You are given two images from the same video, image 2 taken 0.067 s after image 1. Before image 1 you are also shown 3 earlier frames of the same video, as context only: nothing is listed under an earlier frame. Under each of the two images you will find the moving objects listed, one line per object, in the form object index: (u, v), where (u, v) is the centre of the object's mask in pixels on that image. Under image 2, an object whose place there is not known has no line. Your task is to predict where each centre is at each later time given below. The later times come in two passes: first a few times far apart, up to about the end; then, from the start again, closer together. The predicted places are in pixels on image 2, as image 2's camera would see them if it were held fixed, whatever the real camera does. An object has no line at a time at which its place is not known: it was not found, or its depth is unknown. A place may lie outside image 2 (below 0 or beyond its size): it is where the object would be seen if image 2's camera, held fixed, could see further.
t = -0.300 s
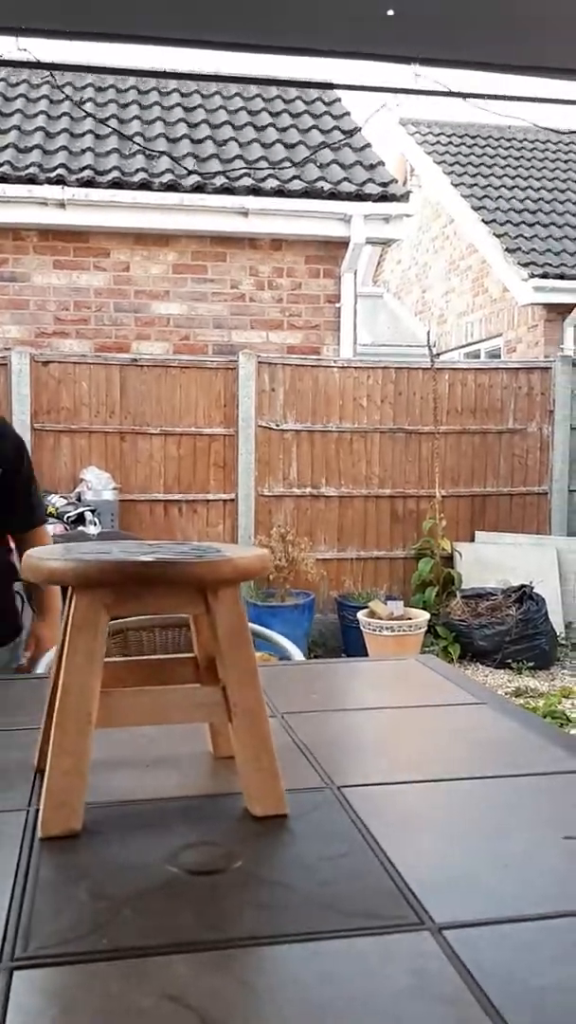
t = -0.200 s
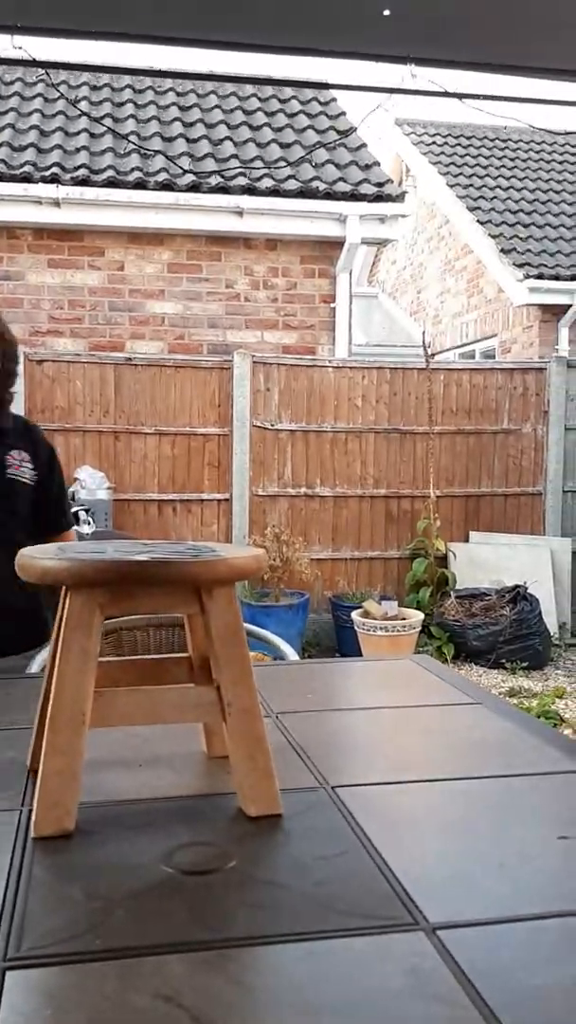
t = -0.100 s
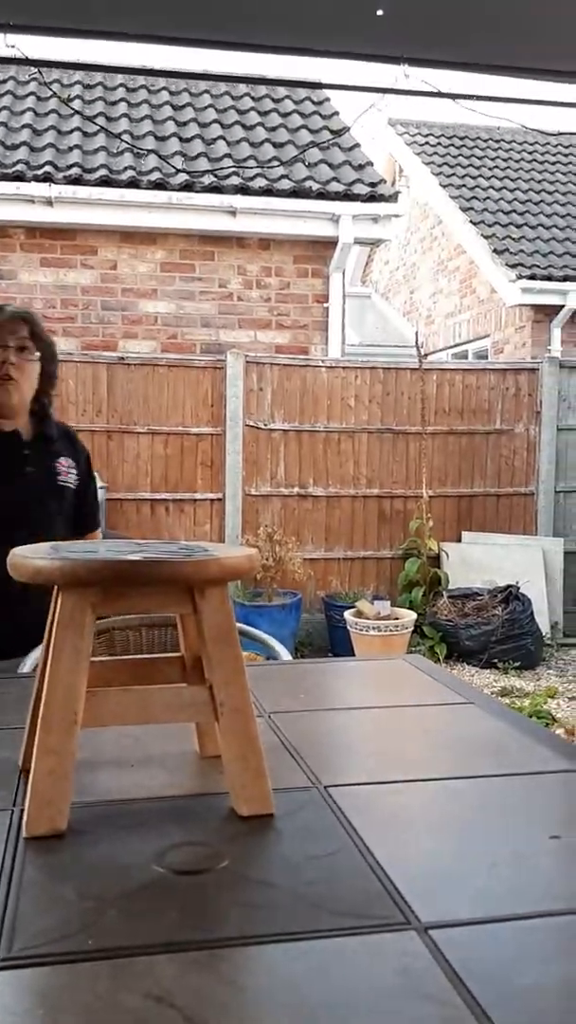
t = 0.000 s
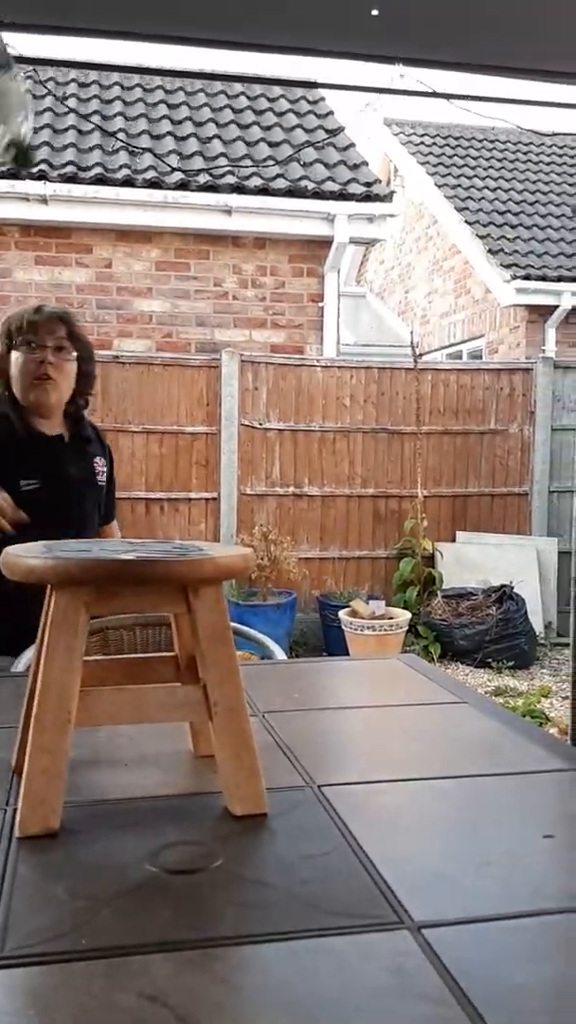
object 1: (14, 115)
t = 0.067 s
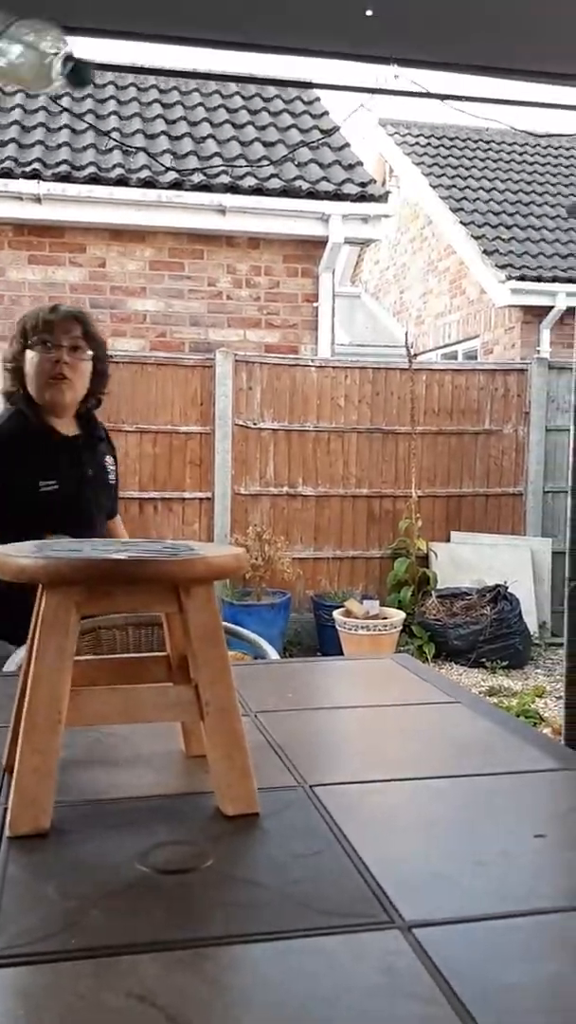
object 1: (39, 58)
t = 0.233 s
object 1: (94, 177)
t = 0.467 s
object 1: (185, 440)
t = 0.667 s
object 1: (235, 515)
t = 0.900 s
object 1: (327, 673)
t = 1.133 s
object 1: (309, 812)
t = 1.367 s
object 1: (326, 853)
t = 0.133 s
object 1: (61, 56)
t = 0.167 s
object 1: (69, 84)
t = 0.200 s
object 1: (81, 124)
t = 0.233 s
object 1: (94, 177)
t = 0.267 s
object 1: (109, 243)
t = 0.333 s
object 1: (139, 412)
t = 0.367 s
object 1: (156, 429)
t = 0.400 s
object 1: (166, 431)
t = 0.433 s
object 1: (174, 436)
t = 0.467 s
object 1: (185, 440)
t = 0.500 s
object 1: (194, 452)
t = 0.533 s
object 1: (204, 470)
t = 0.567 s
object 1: (215, 495)
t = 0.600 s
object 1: (221, 514)
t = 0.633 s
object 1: (227, 510)
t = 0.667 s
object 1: (235, 515)
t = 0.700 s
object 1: (242, 516)
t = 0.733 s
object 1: (247, 520)
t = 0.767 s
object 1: (265, 541)
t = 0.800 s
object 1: (281, 565)
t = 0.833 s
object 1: (297, 602)
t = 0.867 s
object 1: (318, 652)
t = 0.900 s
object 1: (327, 673)
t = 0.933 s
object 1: (323, 676)
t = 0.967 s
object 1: (323, 682)
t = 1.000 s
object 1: (325, 691)
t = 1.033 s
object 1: (323, 705)
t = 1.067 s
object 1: (321, 726)
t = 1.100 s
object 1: (314, 760)
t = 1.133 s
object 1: (309, 812)
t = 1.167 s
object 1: (311, 834)
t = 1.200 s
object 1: (313, 840)
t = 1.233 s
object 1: (314, 845)
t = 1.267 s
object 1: (319, 847)
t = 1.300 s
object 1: (322, 849)
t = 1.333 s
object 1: (324, 851)
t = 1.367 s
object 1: (326, 853)
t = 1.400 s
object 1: (331, 856)
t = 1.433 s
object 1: (336, 859)
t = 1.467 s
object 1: (342, 860)
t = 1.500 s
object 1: (345, 862)
